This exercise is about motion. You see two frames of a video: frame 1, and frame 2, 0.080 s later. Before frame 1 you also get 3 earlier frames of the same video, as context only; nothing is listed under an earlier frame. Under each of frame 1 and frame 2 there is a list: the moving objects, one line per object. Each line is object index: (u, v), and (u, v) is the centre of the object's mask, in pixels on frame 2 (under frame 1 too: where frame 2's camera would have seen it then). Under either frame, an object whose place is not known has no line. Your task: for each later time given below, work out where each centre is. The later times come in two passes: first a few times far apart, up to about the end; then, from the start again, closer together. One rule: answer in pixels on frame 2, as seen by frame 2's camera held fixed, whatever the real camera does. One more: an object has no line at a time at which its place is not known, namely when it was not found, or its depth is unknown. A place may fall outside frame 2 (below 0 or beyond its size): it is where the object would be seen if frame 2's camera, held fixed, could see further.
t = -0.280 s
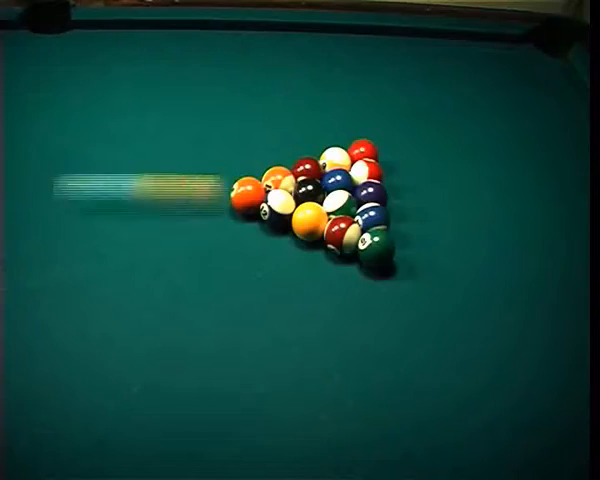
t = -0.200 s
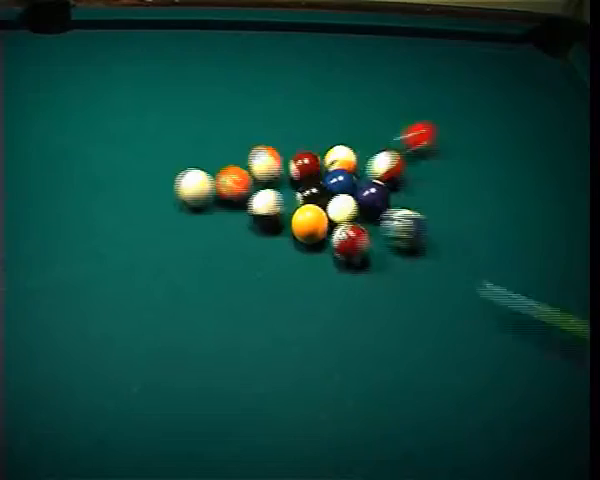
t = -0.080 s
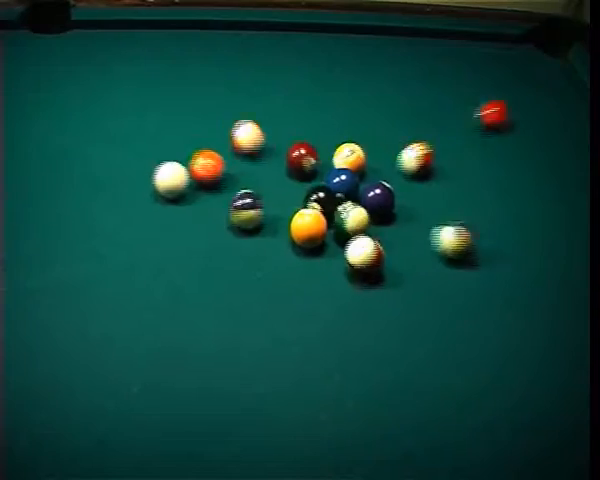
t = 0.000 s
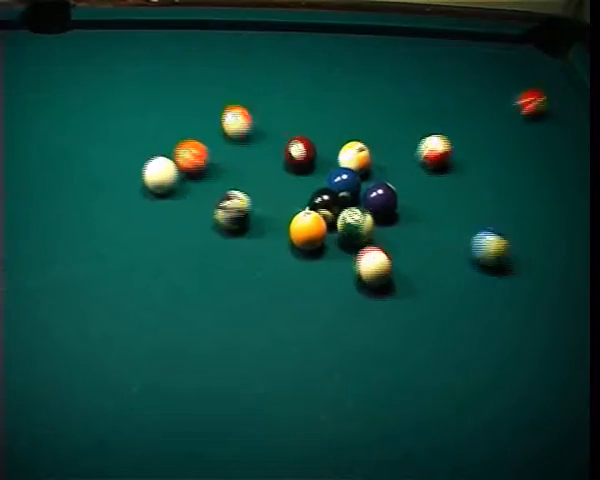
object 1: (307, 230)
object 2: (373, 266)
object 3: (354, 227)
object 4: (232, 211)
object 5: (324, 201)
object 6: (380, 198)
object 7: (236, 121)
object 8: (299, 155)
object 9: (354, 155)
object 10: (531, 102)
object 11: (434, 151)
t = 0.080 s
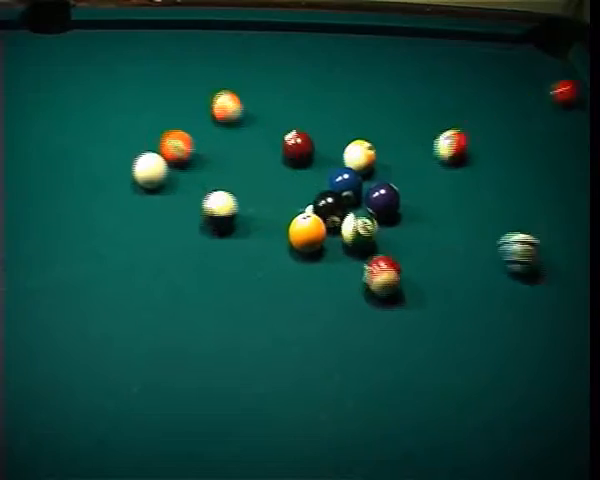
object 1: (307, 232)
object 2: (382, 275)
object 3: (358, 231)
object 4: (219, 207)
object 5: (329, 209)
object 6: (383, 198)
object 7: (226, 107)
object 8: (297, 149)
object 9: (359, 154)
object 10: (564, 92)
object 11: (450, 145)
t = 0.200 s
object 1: (306, 235)
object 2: (396, 289)
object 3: (364, 238)
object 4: (199, 211)
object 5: (335, 214)
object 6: (385, 202)
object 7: (213, 87)
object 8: (295, 142)
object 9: (366, 153)
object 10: (546, 78)
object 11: (476, 137)
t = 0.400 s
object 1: (306, 239)
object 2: (418, 310)
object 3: (375, 248)
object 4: (170, 211)
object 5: (344, 221)
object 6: (388, 201)
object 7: (193, 59)
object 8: (290, 130)
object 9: (377, 152)
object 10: (487, 59)
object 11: (512, 124)
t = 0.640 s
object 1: (305, 241)
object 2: (444, 337)
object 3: (386, 258)
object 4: (136, 215)
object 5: (351, 225)
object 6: (389, 200)
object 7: (174, 31)
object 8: (286, 118)
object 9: (387, 149)
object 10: (419, 38)
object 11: (550, 110)
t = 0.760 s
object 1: (305, 241)
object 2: (457, 349)
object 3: (392, 263)
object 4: (121, 217)
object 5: (354, 228)
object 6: (388, 199)
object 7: (162, 30)
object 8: (285, 113)
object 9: (390, 148)
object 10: (393, 36)
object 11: (567, 105)
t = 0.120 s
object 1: (306, 233)
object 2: (386, 280)
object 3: (359, 234)
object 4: (211, 208)
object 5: (331, 210)
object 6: (384, 202)
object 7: (222, 100)
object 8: (296, 146)
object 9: (361, 154)
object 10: (575, 87)
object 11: (459, 143)
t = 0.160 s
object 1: (306, 234)
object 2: (391, 285)
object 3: (362, 237)
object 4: (205, 208)
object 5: (333, 212)
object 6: (385, 202)
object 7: (217, 93)
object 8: (295, 144)
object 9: (364, 154)
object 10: (560, 82)
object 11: (468, 140)
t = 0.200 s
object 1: (306, 235)
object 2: (396, 289)
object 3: (364, 238)
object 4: (199, 211)
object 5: (335, 214)
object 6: (385, 202)
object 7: (213, 87)
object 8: (295, 142)
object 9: (366, 153)
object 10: (546, 78)
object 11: (476, 137)
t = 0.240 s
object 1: (306, 236)
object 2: (400, 291)
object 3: (367, 240)
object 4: (194, 211)
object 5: (337, 216)
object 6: (386, 202)
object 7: (209, 82)
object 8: (294, 139)
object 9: (368, 153)
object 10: (535, 74)
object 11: (483, 135)
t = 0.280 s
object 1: (306, 237)
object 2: (405, 296)
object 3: (368, 241)
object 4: (187, 213)
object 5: (339, 216)
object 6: (387, 202)
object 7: (204, 75)
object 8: (293, 137)
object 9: (371, 154)
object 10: (522, 70)
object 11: (490, 131)
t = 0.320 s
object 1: (306, 238)
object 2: (410, 301)
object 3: (371, 244)
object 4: (181, 214)
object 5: (340, 218)
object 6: (387, 201)
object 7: (201, 70)
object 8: (292, 135)
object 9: (373, 153)
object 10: (511, 66)
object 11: (499, 130)
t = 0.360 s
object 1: (306, 238)
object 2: (414, 305)
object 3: (373, 246)
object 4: (176, 213)
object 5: (342, 220)
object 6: (388, 201)
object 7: (198, 65)
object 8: (291, 132)
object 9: (375, 152)
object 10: (498, 63)
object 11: (506, 127)
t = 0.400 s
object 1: (306, 239)
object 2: (418, 310)
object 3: (375, 248)
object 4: (170, 211)
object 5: (344, 221)
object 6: (388, 201)
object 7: (193, 59)
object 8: (290, 130)
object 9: (377, 152)
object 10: (487, 59)
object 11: (512, 124)
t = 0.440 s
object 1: (306, 239)
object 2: (422, 315)
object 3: (376, 249)
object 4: (164, 209)
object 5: (345, 219)
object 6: (388, 201)
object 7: (190, 54)
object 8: (290, 127)
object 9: (379, 151)
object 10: (475, 55)
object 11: (518, 121)
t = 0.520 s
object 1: (305, 240)
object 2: (430, 323)
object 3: (380, 253)
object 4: (151, 211)
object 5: (347, 222)
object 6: (389, 201)
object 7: (183, 44)
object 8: (289, 124)
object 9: (382, 150)
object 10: (453, 48)
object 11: (533, 116)
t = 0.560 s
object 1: (305, 241)
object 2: (435, 327)
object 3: (382, 254)
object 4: (146, 211)
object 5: (345, 223)
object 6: (389, 200)
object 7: (180, 40)
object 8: (288, 122)
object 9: (384, 150)
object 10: (441, 45)
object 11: (539, 115)
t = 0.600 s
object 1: (305, 241)
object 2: (439, 332)
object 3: (385, 256)
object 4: (141, 214)
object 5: (349, 225)
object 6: (389, 200)
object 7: (177, 35)
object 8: (287, 120)
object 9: (385, 149)
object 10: (431, 42)
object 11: (544, 114)
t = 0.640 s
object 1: (305, 241)
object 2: (444, 337)
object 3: (386, 258)
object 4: (136, 215)
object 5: (351, 225)
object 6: (389, 200)
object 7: (174, 31)
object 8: (286, 118)
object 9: (387, 149)
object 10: (419, 38)
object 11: (550, 110)
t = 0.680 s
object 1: (305, 241)
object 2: (449, 342)
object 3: (388, 260)
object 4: (131, 216)
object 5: (352, 227)
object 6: (389, 199)
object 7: (171, 27)
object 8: (286, 116)
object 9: (388, 149)
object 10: (409, 35)
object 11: (557, 108)
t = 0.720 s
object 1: (305, 241)
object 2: (452, 345)
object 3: (389, 262)
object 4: (127, 217)
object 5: (353, 227)
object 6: (389, 199)
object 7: (167, 29)
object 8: (286, 115)
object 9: (389, 148)
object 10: (401, 35)
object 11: (562, 106)
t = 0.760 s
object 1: (305, 241)
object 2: (457, 349)
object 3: (392, 263)
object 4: (121, 217)
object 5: (354, 228)
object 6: (388, 199)
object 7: (162, 30)
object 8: (285, 113)
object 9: (390, 148)
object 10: (393, 36)
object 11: (567, 105)
